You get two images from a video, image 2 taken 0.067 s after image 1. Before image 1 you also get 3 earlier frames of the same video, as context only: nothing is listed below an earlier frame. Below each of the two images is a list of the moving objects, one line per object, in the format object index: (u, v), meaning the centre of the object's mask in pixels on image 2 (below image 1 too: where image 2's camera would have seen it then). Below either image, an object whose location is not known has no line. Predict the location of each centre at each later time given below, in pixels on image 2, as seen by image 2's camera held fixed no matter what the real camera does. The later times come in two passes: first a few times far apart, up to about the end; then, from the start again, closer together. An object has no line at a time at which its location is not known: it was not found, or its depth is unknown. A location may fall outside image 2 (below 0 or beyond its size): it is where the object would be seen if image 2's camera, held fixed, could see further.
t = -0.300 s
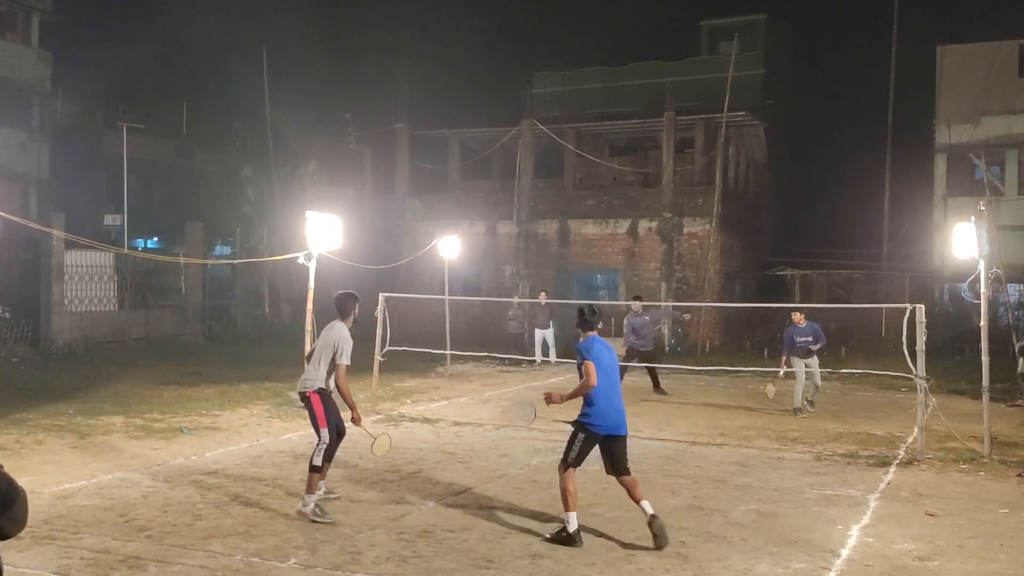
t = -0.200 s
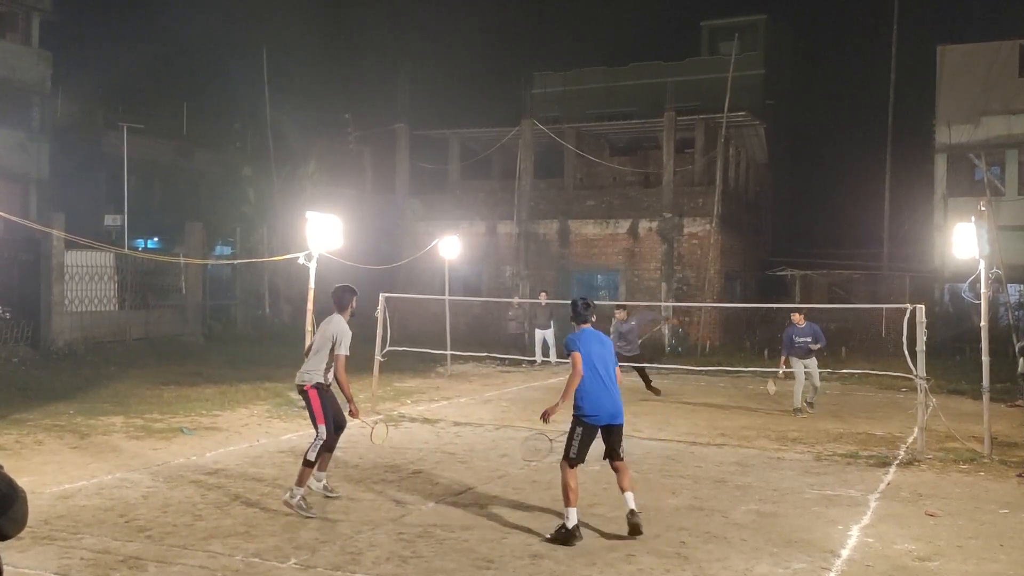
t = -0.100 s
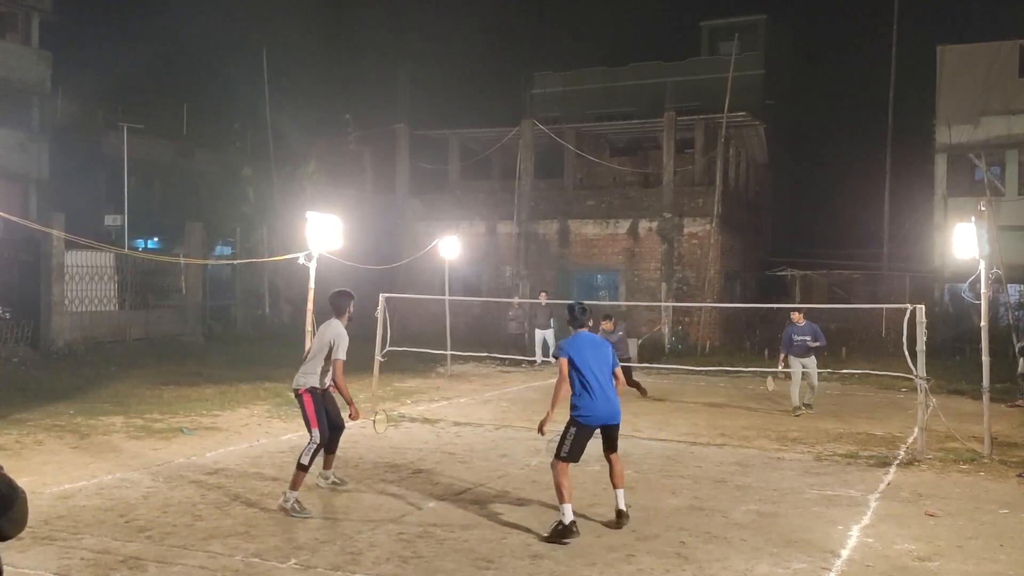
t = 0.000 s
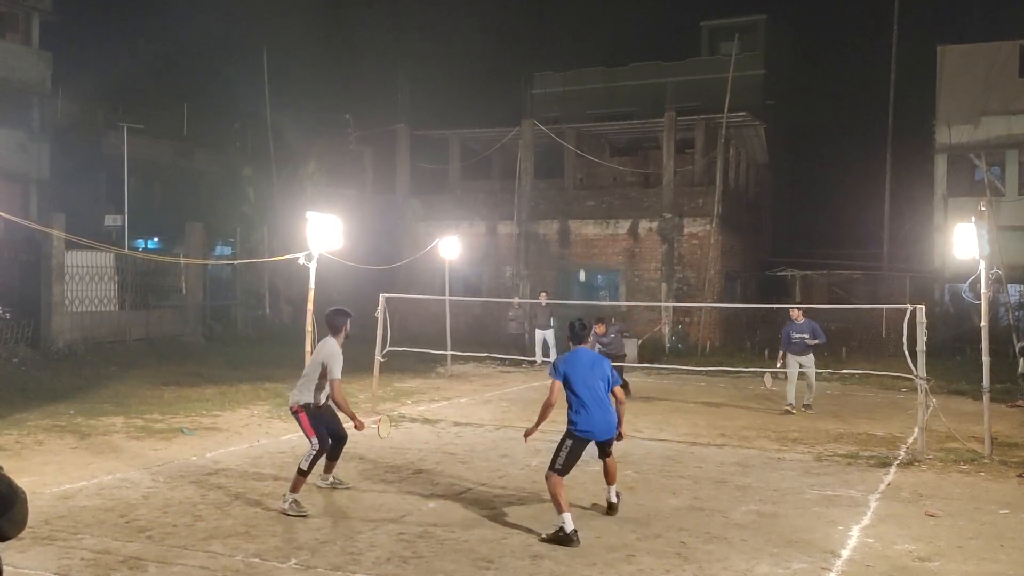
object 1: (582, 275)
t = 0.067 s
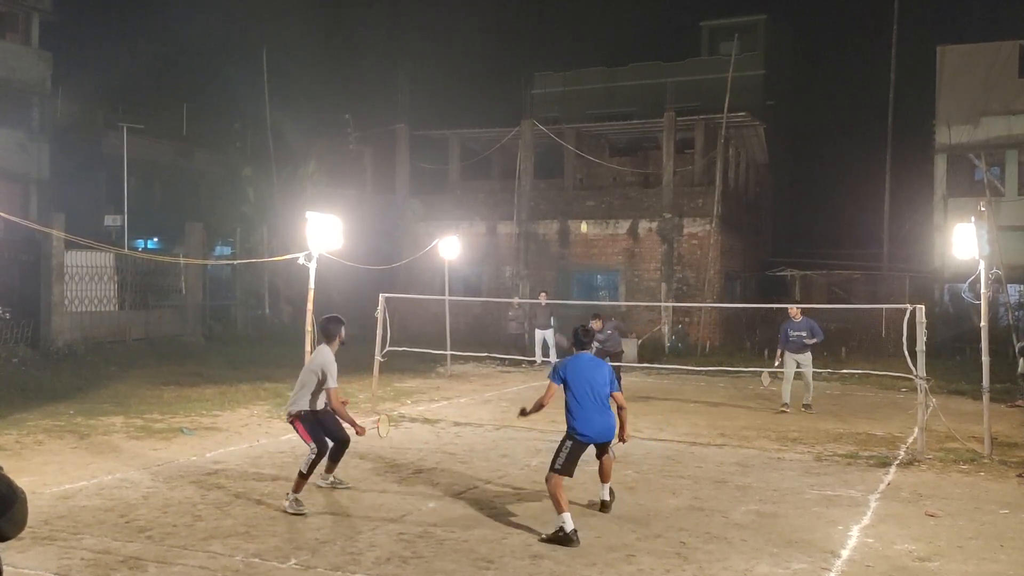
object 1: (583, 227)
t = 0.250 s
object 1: (591, 128)
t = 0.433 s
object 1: (598, 69)
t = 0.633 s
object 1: (607, 50)
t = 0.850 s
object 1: (614, 88)
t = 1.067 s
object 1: (619, 197)
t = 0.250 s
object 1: (591, 128)
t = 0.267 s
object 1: (591, 121)
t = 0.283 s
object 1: (592, 114)
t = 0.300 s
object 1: (592, 108)
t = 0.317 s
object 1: (593, 102)
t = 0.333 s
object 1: (594, 96)
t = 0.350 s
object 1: (595, 91)
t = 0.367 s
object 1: (596, 86)
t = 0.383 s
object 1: (596, 82)
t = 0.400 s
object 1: (597, 77)
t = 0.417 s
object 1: (597, 73)
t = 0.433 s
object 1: (598, 69)
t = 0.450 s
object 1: (599, 66)
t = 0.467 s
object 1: (600, 63)
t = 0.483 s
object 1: (600, 60)
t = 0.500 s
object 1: (601, 58)
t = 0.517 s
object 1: (602, 56)
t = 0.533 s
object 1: (602, 54)
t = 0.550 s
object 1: (603, 52)
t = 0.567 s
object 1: (604, 51)
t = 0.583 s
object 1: (604, 50)
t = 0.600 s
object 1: (605, 50)
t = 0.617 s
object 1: (606, 50)
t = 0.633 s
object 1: (607, 50)
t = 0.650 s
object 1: (607, 50)
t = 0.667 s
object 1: (608, 51)
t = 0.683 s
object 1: (608, 52)
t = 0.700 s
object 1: (608, 53)
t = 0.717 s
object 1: (609, 55)
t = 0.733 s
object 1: (609, 58)
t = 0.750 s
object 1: (610, 61)
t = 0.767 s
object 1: (611, 65)
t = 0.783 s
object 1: (612, 68)
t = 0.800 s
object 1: (612, 73)
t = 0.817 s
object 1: (613, 78)
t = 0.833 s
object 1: (613, 83)
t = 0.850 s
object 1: (614, 88)
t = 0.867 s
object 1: (614, 93)
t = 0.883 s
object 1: (615, 100)
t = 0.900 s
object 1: (615, 107)
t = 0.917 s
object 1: (615, 113)
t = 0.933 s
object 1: (616, 121)
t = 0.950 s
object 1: (616, 130)
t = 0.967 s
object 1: (617, 138)
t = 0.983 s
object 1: (617, 147)
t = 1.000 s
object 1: (617, 156)
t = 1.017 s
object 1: (618, 166)
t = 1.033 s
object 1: (618, 176)
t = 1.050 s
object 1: (619, 186)
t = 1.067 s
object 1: (619, 197)
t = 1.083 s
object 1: (619, 208)
